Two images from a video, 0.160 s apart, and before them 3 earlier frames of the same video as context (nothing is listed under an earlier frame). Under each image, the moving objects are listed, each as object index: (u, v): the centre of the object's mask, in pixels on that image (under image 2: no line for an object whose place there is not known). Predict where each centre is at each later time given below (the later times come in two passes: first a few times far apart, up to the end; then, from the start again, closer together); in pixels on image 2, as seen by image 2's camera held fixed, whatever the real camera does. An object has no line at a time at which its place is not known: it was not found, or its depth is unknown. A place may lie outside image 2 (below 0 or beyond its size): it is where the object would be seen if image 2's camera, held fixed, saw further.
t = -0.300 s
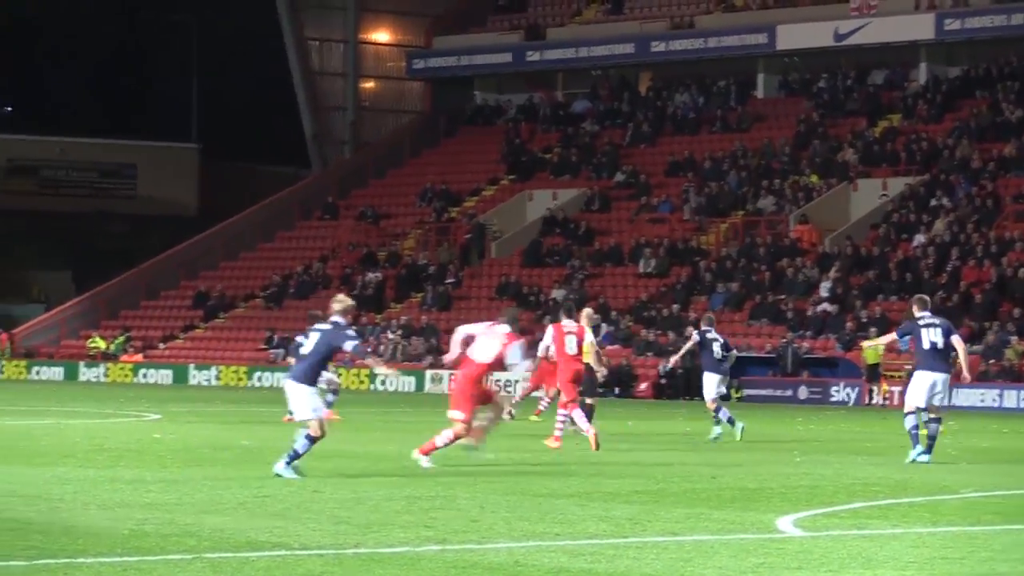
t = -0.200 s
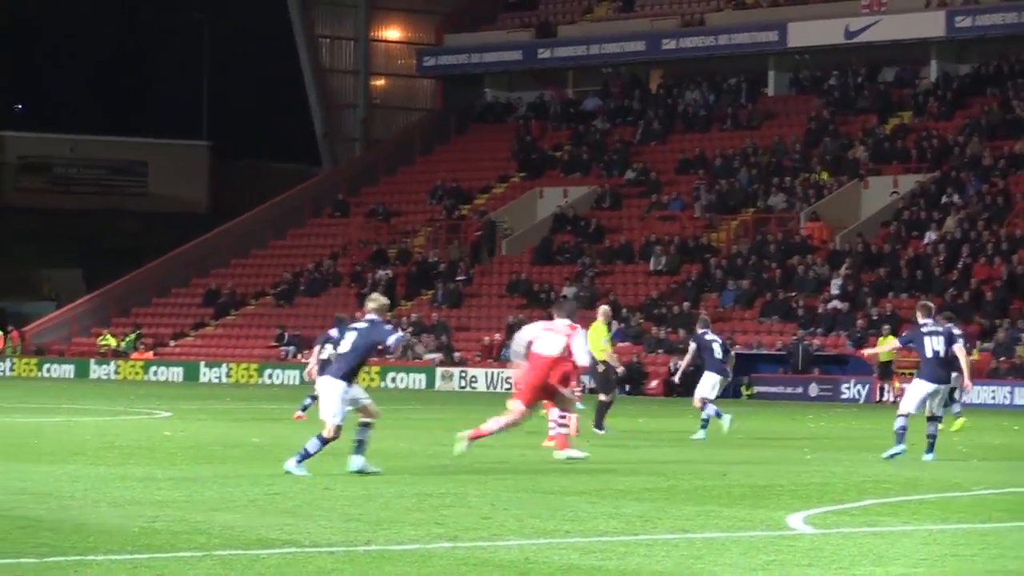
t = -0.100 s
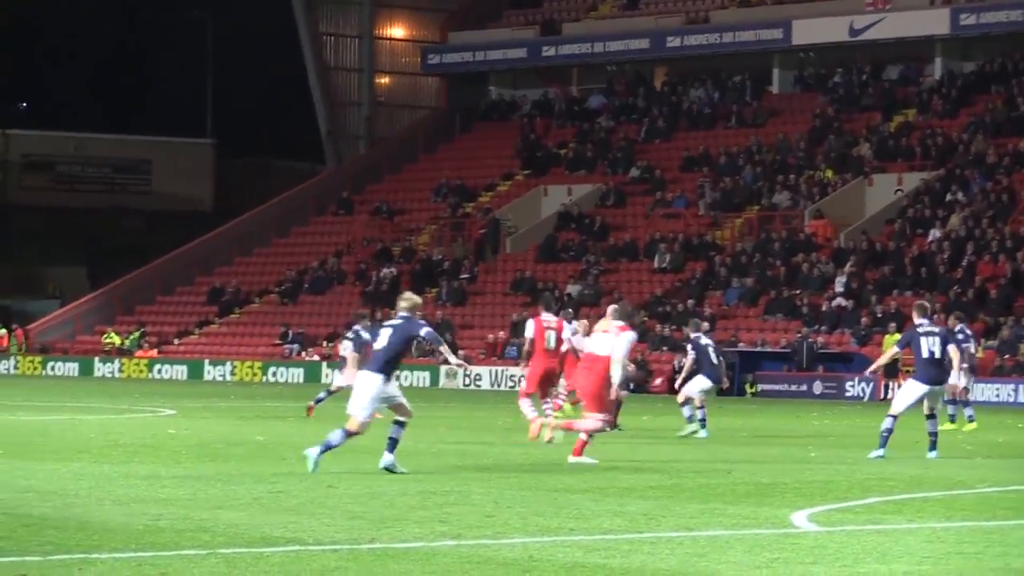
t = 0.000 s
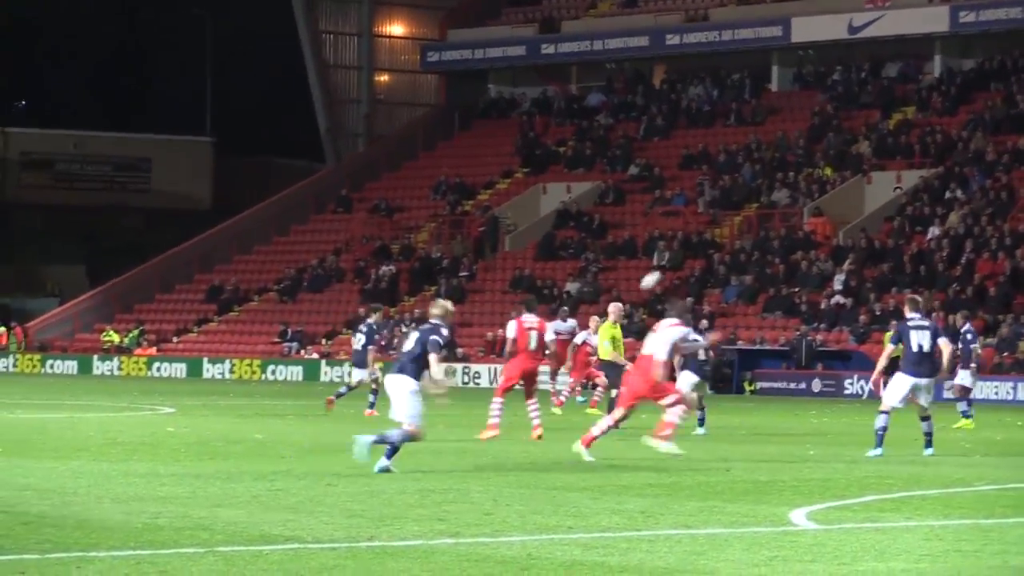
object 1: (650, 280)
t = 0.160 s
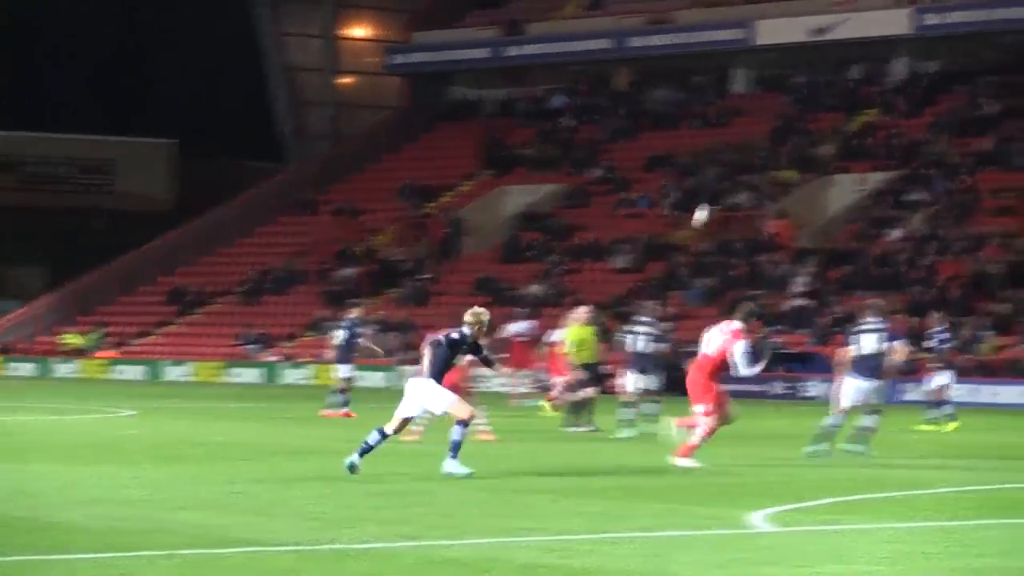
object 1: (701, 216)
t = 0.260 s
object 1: (755, 181)
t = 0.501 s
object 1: (905, 114)
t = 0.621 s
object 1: (989, 90)
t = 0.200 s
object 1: (722, 201)
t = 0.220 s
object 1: (733, 194)
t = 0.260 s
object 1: (755, 181)
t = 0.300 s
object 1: (778, 169)
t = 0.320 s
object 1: (790, 162)
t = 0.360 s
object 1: (814, 151)
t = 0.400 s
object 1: (840, 140)
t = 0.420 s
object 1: (852, 135)
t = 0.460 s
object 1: (879, 124)
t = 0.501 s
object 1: (905, 114)
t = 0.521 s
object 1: (919, 110)
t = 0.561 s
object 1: (947, 102)
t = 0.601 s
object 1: (975, 94)
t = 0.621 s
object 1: (989, 90)
